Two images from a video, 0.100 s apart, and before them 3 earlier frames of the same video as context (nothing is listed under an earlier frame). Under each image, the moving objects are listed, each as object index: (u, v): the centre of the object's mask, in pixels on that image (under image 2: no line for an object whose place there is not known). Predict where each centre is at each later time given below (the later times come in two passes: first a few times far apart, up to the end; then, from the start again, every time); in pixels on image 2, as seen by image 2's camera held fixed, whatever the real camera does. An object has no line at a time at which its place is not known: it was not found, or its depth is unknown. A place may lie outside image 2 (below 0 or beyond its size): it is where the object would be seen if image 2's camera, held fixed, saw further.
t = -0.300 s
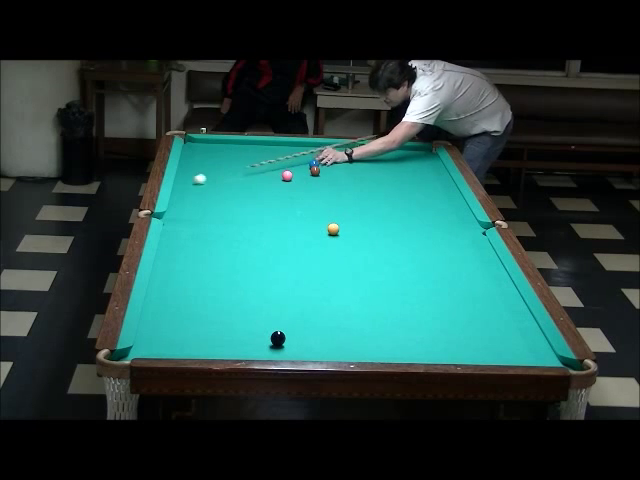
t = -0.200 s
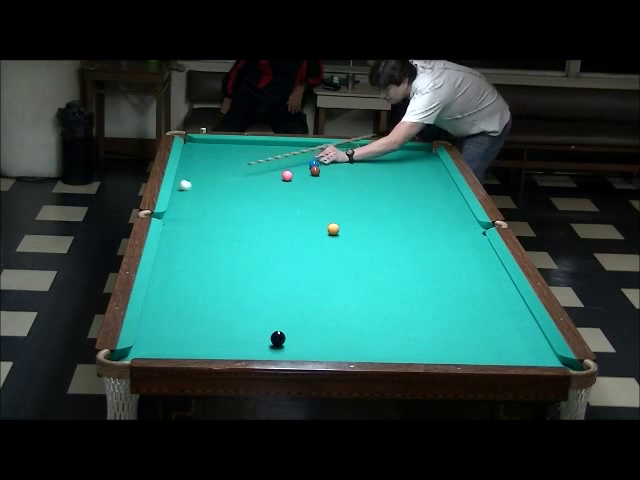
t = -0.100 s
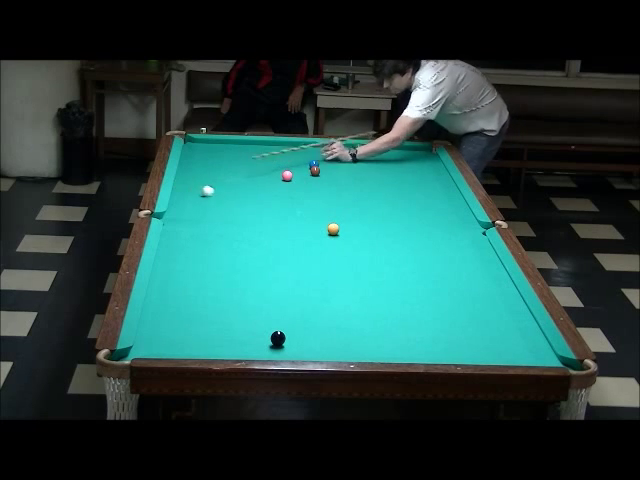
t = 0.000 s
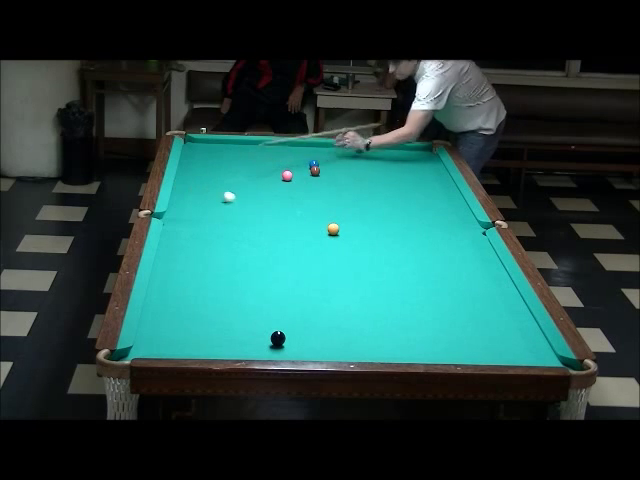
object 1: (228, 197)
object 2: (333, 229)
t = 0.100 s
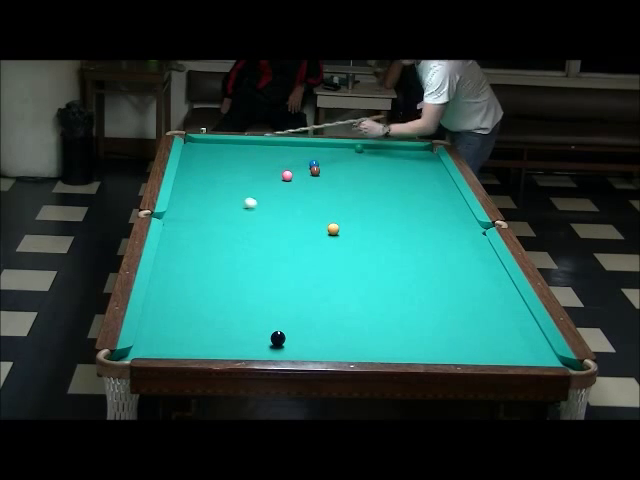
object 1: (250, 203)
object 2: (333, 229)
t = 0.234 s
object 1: (279, 211)
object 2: (333, 229)
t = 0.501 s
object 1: (336, 223)
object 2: (336, 232)
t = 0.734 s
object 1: (374, 226)
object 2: (349, 244)
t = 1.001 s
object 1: (416, 228)
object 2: (363, 258)
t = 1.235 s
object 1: (451, 230)
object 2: (375, 270)
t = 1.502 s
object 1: (480, 229)
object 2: (389, 284)
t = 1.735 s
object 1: (471, 221)
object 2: (402, 296)
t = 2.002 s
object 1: (463, 213)
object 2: (416, 309)
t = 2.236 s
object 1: (456, 207)
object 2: (429, 321)
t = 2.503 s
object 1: (448, 201)
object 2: (442, 333)
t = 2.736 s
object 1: (443, 196)
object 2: (454, 344)
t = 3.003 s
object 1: (437, 191)
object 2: (467, 353)
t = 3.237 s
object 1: (433, 187)
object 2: (473, 354)
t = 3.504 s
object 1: (429, 183)
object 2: (474, 350)
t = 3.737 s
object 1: (426, 180)
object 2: (475, 345)
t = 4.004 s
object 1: (423, 177)
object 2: (475, 340)
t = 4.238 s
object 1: (420, 175)
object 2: (476, 336)
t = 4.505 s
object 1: (418, 173)
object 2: (476, 333)
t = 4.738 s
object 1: (416, 172)
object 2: (476, 331)
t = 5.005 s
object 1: (415, 171)
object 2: (476, 330)
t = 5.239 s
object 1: (414, 171)
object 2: (476, 330)
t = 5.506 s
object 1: (414, 171)
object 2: (476, 329)
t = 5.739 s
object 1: (414, 171)
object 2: (476, 329)
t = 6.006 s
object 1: (414, 171)
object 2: (476, 329)
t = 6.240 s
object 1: (414, 171)
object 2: (476, 329)
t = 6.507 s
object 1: (414, 171)
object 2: (476, 329)
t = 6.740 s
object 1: (414, 171)
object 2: (476, 329)
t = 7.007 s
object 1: (414, 171)
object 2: (476, 329)
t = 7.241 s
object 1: (414, 171)
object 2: (476, 329)
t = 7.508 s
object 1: (414, 171)
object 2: (476, 329)
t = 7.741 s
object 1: (414, 171)
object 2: (476, 329)
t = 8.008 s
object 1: (414, 171)
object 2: (476, 329)
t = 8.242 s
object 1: (414, 171)
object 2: (476, 329)
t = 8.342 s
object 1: (414, 171)
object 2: (476, 329)
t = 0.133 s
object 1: (257, 205)
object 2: (333, 229)
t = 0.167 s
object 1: (264, 207)
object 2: (333, 229)
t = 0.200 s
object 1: (272, 209)
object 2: (333, 229)
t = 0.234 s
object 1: (279, 211)
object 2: (333, 229)
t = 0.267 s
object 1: (287, 213)
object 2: (333, 229)
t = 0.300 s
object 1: (294, 216)
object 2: (333, 229)
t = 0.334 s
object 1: (301, 218)
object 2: (333, 229)
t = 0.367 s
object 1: (309, 220)
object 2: (333, 229)
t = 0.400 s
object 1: (317, 222)
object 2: (333, 229)
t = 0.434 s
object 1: (324, 224)
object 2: (333, 229)
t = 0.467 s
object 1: (330, 223)
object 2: (334, 229)
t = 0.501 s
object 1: (336, 223)
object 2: (336, 232)
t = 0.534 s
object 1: (342, 224)
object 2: (339, 234)
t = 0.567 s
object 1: (347, 225)
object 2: (340, 236)
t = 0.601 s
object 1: (353, 226)
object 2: (342, 238)
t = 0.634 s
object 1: (358, 226)
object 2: (344, 239)
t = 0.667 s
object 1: (364, 226)
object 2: (345, 241)
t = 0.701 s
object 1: (369, 226)
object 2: (347, 243)
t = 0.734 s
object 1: (374, 226)
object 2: (349, 244)
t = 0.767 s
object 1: (380, 226)
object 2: (351, 246)
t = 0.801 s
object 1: (386, 227)
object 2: (352, 248)
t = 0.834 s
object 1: (390, 227)
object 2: (354, 250)
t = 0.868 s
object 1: (396, 227)
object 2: (356, 252)
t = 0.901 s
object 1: (401, 228)
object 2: (358, 253)
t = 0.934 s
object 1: (406, 228)
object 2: (359, 255)
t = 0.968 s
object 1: (411, 228)
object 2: (361, 256)
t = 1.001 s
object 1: (416, 228)
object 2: (363, 258)
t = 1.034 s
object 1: (421, 228)
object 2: (365, 260)
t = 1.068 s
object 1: (426, 228)
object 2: (366, 262)
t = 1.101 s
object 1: (431, 229)
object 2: (368, 263)
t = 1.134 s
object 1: (436, 229)
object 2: (370, 265)
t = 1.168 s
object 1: (441, 229)
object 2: (372, 267)
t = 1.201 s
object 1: (446, 230)
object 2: (373, 268)
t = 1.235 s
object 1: (451, 230)
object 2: (375, 270)
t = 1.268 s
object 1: (456, 230)
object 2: (377, 272)
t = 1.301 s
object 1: (460, 230)
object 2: (378, 274)
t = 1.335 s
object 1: (465, 230)
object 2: (380, 275)
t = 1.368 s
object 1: (470, 230)
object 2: (382, 277)
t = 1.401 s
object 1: (474, 230)
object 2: (384, 279)
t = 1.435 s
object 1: (479, 231)
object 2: (386, 280)
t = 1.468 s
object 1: (481, 230)
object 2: (387, 282)
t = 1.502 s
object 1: (480, 229)
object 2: (389, 284)
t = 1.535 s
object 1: (478, 228)
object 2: (391, 285)
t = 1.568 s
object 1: (477, 227)
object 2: (393, 287)
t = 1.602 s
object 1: (476, 226)
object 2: (394, 289)
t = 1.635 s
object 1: (475, 224)
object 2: (396, 291)
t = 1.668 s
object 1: (474, 223)
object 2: (398, 292)
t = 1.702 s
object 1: (473, 223)
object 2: (400, 294)
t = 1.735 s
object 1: (471, 221)
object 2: (402, 296)
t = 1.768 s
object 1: (470, 220)
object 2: (403, 297)
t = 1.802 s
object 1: (469, 219)
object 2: (405, 299)
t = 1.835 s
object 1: (468, 218)
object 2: (407, 301)
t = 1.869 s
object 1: (467, 217)
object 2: (409, 302)
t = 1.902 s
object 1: (466, 216)
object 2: (410, 304)
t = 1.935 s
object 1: (465, 215)
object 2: (412, 306)
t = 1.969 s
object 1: (464, 214)
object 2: (414, 307)
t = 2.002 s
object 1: (463, 213)
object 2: (416, 309)
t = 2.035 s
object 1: (462, 212)
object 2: (418, 311)
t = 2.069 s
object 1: (460, 212)
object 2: (419, 313)
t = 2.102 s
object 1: (459, 211)
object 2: (421, 314)
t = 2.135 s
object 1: (458, 210)
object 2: (423, 316)
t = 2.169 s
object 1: (457, 209)
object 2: (425, 317)
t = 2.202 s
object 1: (456, 208)
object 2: (427, 319)
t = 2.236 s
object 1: (456, 207)
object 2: (429, 321)
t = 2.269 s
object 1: (455, 206)
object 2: (430, 322)
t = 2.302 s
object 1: (454, 206)
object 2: (432, 324)
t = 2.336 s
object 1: (453, 205)
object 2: (434, 325)
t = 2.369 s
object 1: (452, 204)
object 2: (435, 327)
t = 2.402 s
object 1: (451, 203)
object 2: (437, 328)
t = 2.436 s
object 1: (450, 202)
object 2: (439, 330)
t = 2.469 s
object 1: (449, 202)
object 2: (441, 331)
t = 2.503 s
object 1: (448, 201)
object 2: (442, 333)
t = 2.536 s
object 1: (448, 200)
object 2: (444, 335)
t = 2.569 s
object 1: (447, 199)
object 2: (446, 336)
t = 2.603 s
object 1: (446, 198)
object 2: (448, 338)
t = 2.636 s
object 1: (445, 198)
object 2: (449, 339)
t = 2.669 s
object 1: (445, 197)
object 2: (451, 341)
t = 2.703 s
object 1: (443, 197)
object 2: (453, 343)
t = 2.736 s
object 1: (443, 196)
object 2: (454, 344)
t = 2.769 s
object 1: (442, 195)
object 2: (456, 345)
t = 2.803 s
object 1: (441, 194)
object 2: (458, 347)
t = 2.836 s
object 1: (441, 194)
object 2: (459, 348)
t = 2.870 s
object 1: (440, 193)
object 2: (461, 350)
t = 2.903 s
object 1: (439, 193)
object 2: (463, 351)
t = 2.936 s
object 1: (439, 192)
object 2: (464, 351)
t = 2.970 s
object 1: (438, 191)
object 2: (466, 352)
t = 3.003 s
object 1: (437, 191)
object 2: (467, 353)
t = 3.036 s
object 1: (437, 190)
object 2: (469, 354)
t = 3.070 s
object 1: (436, 190)
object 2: (470, 355)
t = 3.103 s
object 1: (436, 189)
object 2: (472, 356)
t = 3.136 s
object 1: (435, 188)
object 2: (472, 356)
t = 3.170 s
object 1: (434, 188)
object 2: (473, 356)
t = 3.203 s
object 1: (434, 187)
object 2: (473, 355)
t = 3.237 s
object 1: (433, 187)
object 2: (473, 354)
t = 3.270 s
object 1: (433, 186)
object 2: (473, 354)
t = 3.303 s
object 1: (432, 186)
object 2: (473, 353)
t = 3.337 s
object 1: (431, 185)
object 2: (473, 353)
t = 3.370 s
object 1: (431, 185)
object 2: (473, 352)
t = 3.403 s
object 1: (431, 184)
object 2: (474, 352)
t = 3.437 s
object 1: (430, 183)
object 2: (474, 351)
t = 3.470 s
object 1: (430, 183)
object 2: (474, 351)
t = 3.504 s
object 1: (429, 183)
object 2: (474, 350)
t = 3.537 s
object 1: (429, 182)
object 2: (474, 349)
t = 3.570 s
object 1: (428, 182)
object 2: (474, 348)
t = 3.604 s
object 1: (428, 182)
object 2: (474, 347)
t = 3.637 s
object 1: (427, 181)
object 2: (475, 347)
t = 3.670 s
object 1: (427, 181)
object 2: (475, 346)
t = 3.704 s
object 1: (426, 181)
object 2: (475, 345)
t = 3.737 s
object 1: (426, 180)
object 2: (475, 345)
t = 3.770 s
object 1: (426, 180)
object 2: (475, 344)
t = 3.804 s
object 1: (425, 179)
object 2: (475, 344)
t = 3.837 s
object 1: (425, 179)
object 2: (475, 343)
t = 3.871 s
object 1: (424, 179)
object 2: (475, 342)
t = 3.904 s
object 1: (424, 178)
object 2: (475, 342)
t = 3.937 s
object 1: (423, 178)
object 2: (475, 341)
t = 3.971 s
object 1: (423, 178)
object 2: (475, 340)
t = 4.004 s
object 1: (423, 177)
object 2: (475, 340)
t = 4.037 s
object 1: (422, 177)
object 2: (475, 339)
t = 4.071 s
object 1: (422, 177)
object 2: (475, 339)
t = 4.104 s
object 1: (422, 176)
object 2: (476, 338)
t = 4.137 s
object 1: (421, 176)
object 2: (476, 337)
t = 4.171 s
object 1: (421, 176)
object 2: (476, 337)
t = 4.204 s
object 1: (421, 175)
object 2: (476, 337)
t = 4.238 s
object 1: (420, 175)
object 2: (476, 336)
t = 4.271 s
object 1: (420, 175)
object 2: (476, 336)
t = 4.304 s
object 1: (420, 175)
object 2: (476, 335)
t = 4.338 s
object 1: (420, 174)
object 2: (476, 335)
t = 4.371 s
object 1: (419, 174)
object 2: (476, 334)
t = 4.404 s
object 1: (419, 174)
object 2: (476, 334)
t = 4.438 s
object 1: (419, 174)
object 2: (476, 333)
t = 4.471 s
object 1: (418, 173)
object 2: (476, 333)
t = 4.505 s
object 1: (418, 173)
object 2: (476, 333)
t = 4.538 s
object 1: (418, 173)
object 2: (476, 332)
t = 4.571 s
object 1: (417, 173)
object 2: (476, 332)
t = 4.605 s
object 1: (417, 173)
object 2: (476, 332)
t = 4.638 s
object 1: (417, 173)
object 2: (476, 332)
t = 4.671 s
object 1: (416, 172)
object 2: (476, 331)
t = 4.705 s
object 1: (416, 172)
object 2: (476, 331)
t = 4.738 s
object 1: (416, 172)
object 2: (476, 331)
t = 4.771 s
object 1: (416, 172)
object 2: (476, 331)
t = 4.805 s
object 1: (415, 172)
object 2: (476, 331)
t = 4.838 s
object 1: (415, 172)
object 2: (476, 330)
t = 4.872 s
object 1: (415, 172)
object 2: (476, 330)
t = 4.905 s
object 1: (415, 172)
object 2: (476, 330)
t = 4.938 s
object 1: (415, 172)
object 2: (476, 330)
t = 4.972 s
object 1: (415, 171)
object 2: (476, 330)
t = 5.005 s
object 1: (415, 171)
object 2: (476, 330)
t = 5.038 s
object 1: (415, 171)
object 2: (476, 330)
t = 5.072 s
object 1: (414, 171)
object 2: (476, 330)
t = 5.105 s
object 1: (414, 171)
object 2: (476, 329)
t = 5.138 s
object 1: (414, 171)
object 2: (476, 329)
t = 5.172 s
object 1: (414, 171)
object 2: (476, 329)
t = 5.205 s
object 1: (414, 171)
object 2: (476, 329)
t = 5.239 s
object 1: (414, 171)
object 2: (476, 330)
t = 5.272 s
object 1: (414, 171)
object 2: (476, 330)
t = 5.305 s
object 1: (414, 171)
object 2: (476, 329)
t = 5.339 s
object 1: (414, 171)
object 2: (476, 330)
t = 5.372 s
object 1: (414, 171)
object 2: (476, 330)
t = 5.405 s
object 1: (414, 171)
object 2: (476, 330)
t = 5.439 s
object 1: (414, 171)
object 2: (476, 330)
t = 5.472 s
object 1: (414, 171)
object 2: (476, 329)
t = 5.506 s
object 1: (414, 171)
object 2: (476, 329)
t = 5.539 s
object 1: (414, 171)
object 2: (476, 329)
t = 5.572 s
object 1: (414, 171)
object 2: (476, 329)
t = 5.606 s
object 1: (414, 171)
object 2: (476, 329)
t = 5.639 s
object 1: (414, 171)
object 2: (476, 329)
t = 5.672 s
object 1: (414, 171)
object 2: (476, 329)
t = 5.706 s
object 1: (414, 171)
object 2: (476, 329)
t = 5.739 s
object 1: (414, 171)
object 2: (476, 329)
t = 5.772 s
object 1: (414, 171)
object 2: (476, 329)
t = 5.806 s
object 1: (414, 171)
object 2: (476, 329)
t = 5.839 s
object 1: (414, 171)
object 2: (476, 329)
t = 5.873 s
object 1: (414, 171)
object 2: (476, 329)
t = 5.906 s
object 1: (414, 171)
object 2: (476, 329)
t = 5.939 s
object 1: (414, 171)
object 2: (476, 329)
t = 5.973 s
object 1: (414, 171)
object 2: (476, 329)
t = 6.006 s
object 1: (414, 171)
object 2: (476, 329)
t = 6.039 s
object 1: (414, 171)
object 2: (476, 329)
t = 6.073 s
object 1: (414, 171)
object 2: (476, 329)
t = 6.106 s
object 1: (414, 171)
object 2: (476, 329)
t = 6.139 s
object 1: (414, 171)
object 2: (476, 329)
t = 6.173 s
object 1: (414, 171)
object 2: (476, 329)
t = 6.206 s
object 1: (414, 171)
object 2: (476, 329)
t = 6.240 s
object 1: (414, 171)
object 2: (476, 329)
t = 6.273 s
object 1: (414, 171)
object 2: (476, 329)
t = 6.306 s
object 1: (414, 171)
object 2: (476, 330)
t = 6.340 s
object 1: (414, 171)
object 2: (476, 329)
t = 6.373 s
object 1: (414, 171)
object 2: (476, 329)
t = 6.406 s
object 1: (414, 171)
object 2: (476, 329)
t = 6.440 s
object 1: (414, 171)
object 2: (476, 329)
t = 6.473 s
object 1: (414, 171)
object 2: (476, 330)
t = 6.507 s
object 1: (414, 171)
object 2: (476, 329)
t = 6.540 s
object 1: (414, 171)
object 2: (476, 329)
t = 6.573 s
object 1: (414, 171)
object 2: (476, 329)
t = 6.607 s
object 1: (414, 171)
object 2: (476, 329)
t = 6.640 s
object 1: (414, 171)
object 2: (476, 329)
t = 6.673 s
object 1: (414, 171)
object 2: (476, 329)
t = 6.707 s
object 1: (414, 171)
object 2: (476, 329)
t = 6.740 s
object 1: (414, 171)
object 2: (476, 329)
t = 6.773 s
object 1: (414, 171)
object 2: (476, 329)
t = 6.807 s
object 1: (414, 171)
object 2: (476, 329)
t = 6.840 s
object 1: (414, 171)
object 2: (476, 329)
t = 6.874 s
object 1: (414, 171)
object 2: (476, 329)
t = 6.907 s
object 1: (414, 171)
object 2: (476, 329)
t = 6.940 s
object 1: (414, 171)
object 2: (476, 329)
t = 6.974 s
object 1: (414, 171)
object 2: (476, 329)
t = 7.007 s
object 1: (414, 171)
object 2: (476, 329)
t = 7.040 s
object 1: (414, 171)
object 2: (476, 329)
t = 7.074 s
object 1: (414, 171)
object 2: (476, 329)
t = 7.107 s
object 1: (414, 171)
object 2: (476, 329)
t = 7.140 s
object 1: (414, 171)
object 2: (476, 329)
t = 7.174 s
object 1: (414, 171)
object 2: (476, 329)
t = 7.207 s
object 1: (414, 171)
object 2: (476, 329)
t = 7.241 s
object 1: (414, 171)
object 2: (476, 329)
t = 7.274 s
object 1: (414, 171)
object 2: (476, 329)
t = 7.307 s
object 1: (414, 171)
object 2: (476, 329)
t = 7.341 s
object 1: (414, 171)
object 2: (476, 329)
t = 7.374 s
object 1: (414, 171)
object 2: (476, 329)
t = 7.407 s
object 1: (414, 171)
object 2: (476, 329)
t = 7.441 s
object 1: (414, 171)
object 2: (476, 329)
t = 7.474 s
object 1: (414, 171)
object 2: (476, 329)
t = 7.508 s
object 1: (414, 171)
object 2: (476, 329)
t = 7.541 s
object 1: (414, 171)
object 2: (476, 329)
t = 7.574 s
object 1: (414, 171)
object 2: (476, 329)
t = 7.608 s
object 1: (414, 171)
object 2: (476, 329)
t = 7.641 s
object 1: (414, 171)
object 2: (476, 329)
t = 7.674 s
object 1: (414, 171)
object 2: (476, 329)
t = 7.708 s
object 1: (414, 171)
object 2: (476, 329)
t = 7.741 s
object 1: (414, 171)
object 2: (476, 329)
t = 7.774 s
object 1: (414, 171)
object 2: (476, 329)
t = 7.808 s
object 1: (414, 171)
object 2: (476, 329)
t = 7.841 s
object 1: (414, 171)
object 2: (476, 329)
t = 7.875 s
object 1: (414, 171)
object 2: (476, 329)
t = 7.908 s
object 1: (414, 171)
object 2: (476, 329)
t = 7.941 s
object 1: (414, 171)
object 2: (476, 329)
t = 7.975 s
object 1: (414, 171)
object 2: (476, 329)
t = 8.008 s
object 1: (414, 171)
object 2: (476, 329)
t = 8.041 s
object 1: (414, 171)
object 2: (476, 329)
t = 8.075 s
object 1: (414, 171)
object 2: (476, 329)
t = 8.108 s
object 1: (414, 171)
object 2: (476, 329)
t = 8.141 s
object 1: (414, 171)
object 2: (476, 329)
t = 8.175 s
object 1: (414, 171)
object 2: (476, 329)
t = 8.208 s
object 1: (414, 171)
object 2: (476, 329)
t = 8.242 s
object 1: (414, 171)
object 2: (476, 329)
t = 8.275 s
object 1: (414, 171)
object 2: (476, 329)
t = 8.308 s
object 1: (414, 171)
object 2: (476, 329)
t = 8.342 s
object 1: (414, 171)
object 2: (476, 329)
